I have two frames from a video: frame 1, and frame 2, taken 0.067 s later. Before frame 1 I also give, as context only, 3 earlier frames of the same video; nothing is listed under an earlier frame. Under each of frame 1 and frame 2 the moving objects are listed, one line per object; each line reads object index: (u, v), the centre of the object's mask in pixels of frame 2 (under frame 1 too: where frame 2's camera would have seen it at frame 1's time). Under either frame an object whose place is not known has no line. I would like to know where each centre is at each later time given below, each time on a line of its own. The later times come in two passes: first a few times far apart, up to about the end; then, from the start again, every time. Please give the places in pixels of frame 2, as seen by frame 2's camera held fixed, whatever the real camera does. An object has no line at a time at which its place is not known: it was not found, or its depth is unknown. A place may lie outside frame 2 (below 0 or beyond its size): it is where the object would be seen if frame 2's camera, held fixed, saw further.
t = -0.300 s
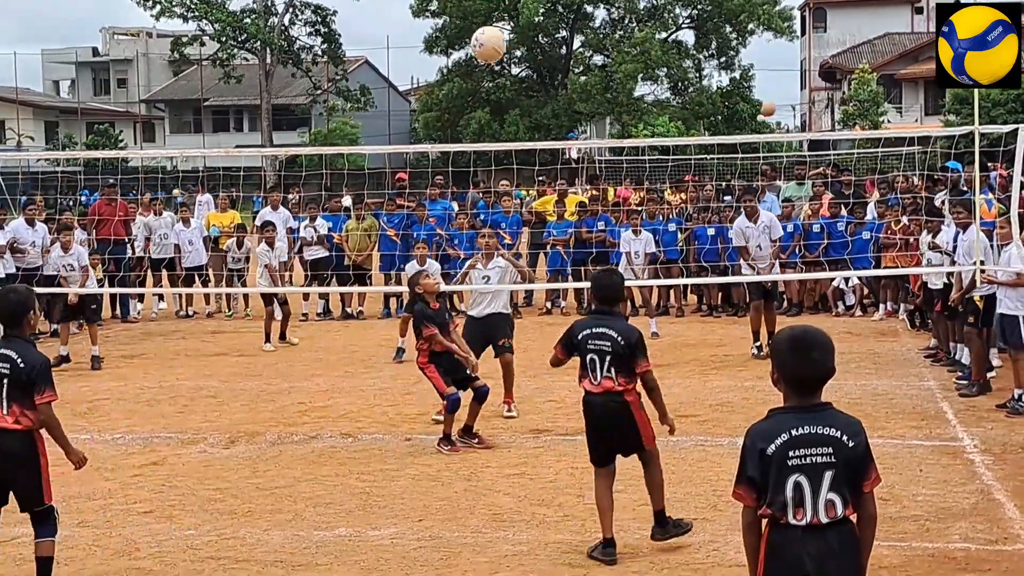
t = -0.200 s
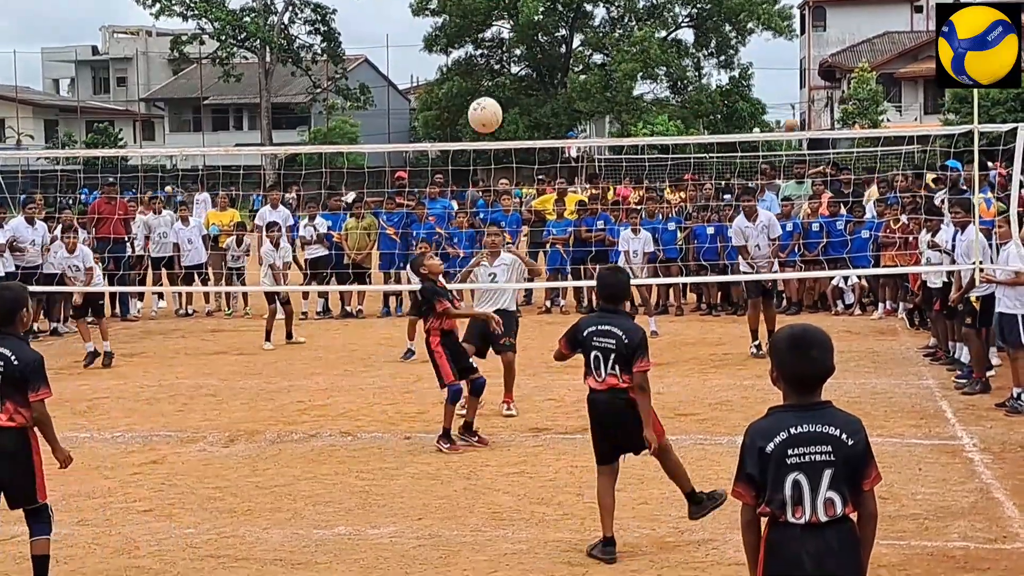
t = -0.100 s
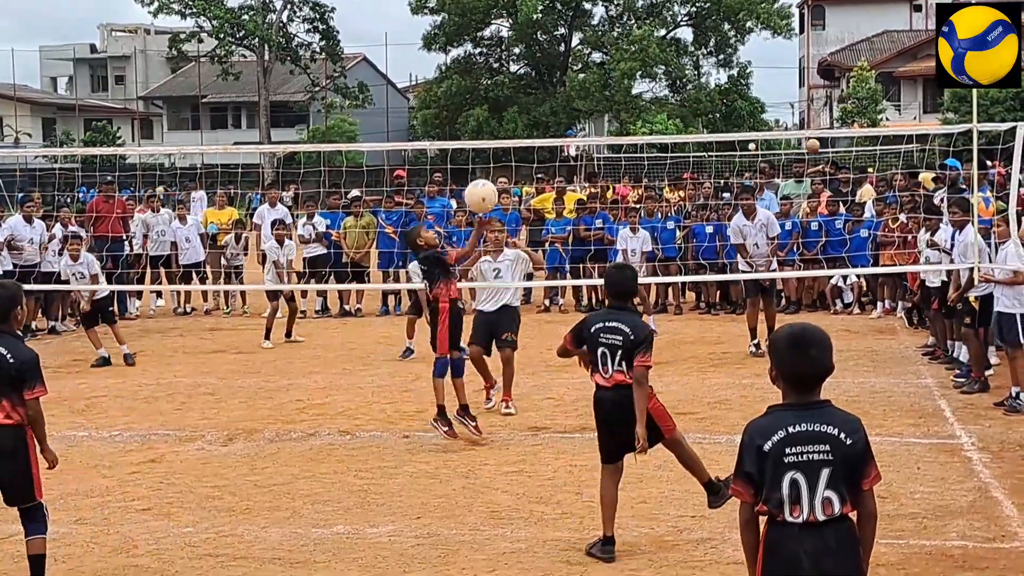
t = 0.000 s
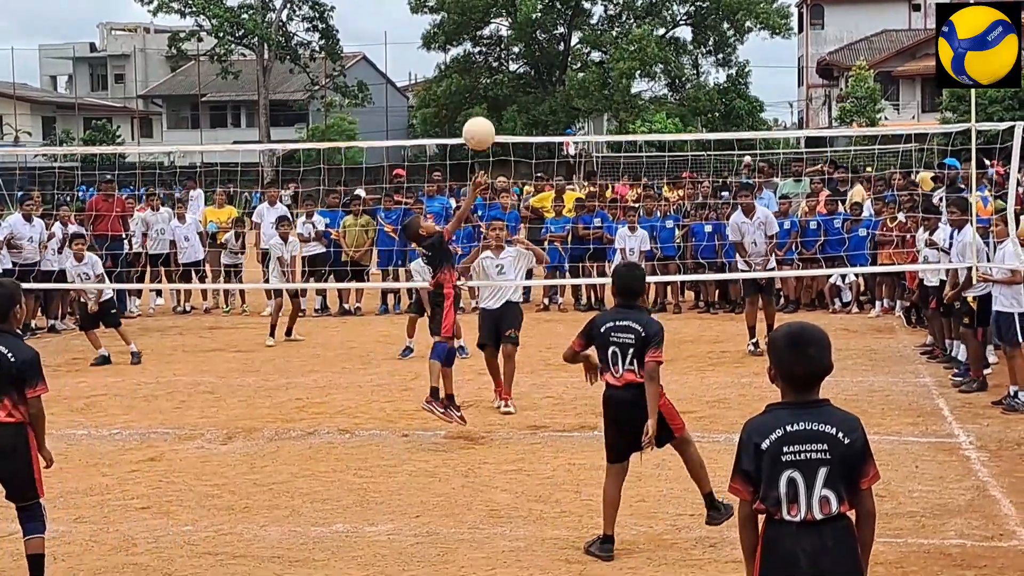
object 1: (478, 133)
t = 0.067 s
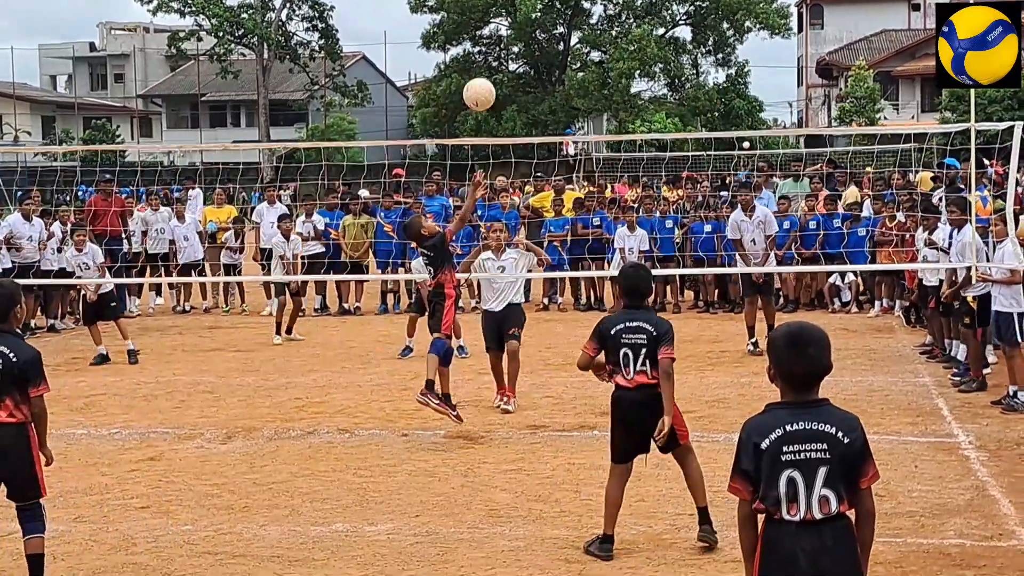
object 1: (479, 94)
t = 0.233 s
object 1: (481, 28)
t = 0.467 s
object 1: (484, 11)
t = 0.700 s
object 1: (486, 66)
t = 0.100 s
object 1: (479, 78)
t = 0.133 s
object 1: (480, 63)
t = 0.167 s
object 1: (480, 49)
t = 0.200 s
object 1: (481, 38)
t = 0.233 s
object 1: (481, 28)
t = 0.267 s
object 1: (481, 21)
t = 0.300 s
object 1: (482, 15)
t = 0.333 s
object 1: (482, 12)
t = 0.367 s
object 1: (483, 11)
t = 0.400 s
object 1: (483, 10)
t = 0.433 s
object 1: (483, 10)
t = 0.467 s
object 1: (484, 11)
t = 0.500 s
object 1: (484, 13)
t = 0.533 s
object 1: (484, 18)
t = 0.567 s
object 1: (485, 25)
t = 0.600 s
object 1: (485, 33)
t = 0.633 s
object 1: (486, 43)
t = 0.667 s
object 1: (486, 54)
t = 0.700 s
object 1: (486, 66)
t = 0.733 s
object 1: (487, 80)
